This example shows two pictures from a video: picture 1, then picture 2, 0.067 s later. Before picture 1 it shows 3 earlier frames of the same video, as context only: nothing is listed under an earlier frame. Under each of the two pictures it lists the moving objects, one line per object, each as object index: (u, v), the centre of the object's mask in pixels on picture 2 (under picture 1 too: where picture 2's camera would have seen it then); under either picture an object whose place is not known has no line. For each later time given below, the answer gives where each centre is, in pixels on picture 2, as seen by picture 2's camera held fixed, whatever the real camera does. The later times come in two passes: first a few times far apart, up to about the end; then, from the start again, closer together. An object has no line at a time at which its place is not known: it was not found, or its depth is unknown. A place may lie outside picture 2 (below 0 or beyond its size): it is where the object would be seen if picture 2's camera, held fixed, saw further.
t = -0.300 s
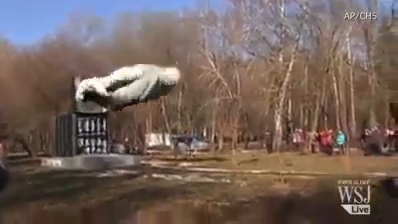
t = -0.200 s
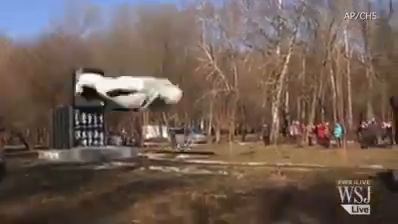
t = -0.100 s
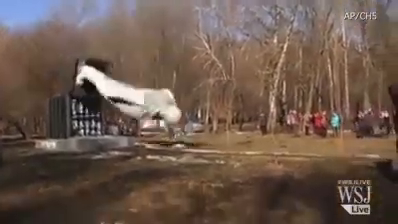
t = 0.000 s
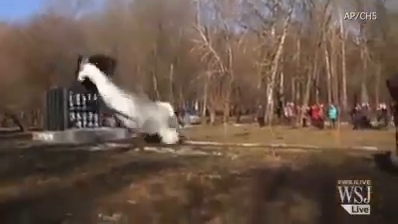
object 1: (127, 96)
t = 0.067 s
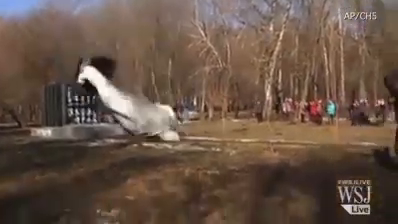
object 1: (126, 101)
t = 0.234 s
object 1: (124, 105)
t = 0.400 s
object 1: (124, 109)
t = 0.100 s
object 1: (126, 102)
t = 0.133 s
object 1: (126, 103)
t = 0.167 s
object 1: (125, 104)
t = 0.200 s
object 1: (124, 105)
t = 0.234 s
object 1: (124, 105)
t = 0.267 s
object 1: (124, 106)
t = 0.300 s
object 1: (123, 108)
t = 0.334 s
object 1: (123, 108)
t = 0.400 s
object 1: (124, 109)
